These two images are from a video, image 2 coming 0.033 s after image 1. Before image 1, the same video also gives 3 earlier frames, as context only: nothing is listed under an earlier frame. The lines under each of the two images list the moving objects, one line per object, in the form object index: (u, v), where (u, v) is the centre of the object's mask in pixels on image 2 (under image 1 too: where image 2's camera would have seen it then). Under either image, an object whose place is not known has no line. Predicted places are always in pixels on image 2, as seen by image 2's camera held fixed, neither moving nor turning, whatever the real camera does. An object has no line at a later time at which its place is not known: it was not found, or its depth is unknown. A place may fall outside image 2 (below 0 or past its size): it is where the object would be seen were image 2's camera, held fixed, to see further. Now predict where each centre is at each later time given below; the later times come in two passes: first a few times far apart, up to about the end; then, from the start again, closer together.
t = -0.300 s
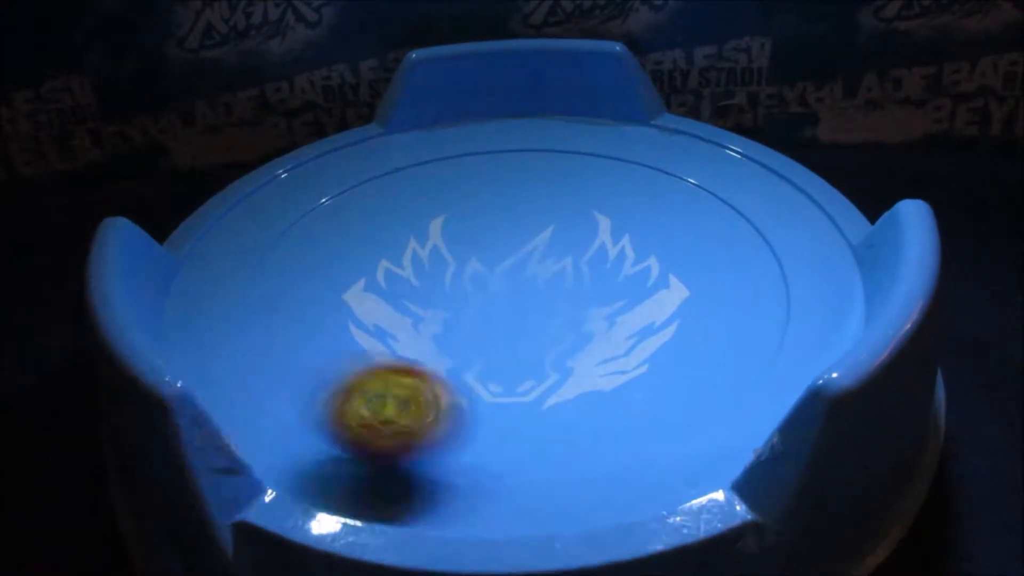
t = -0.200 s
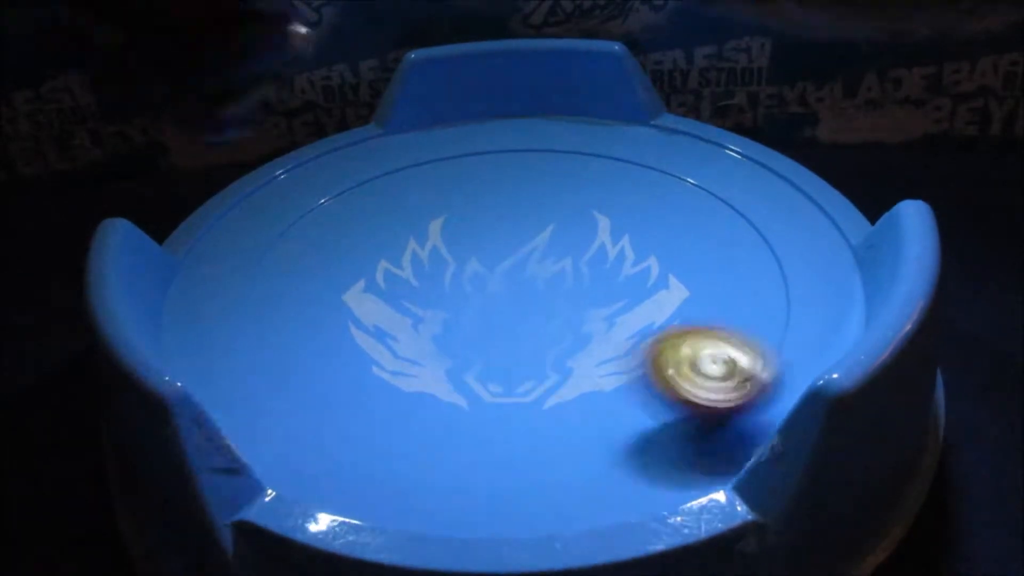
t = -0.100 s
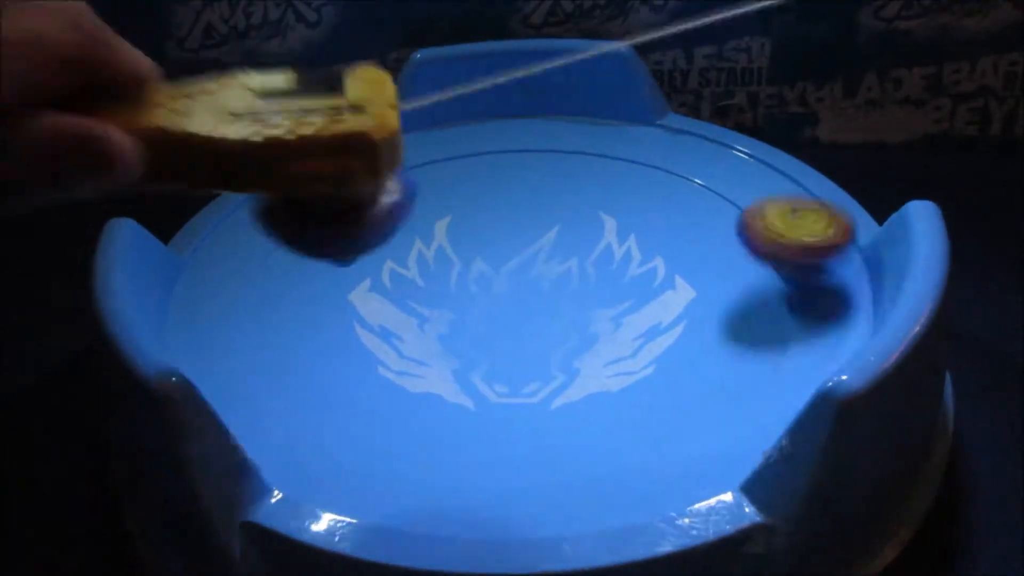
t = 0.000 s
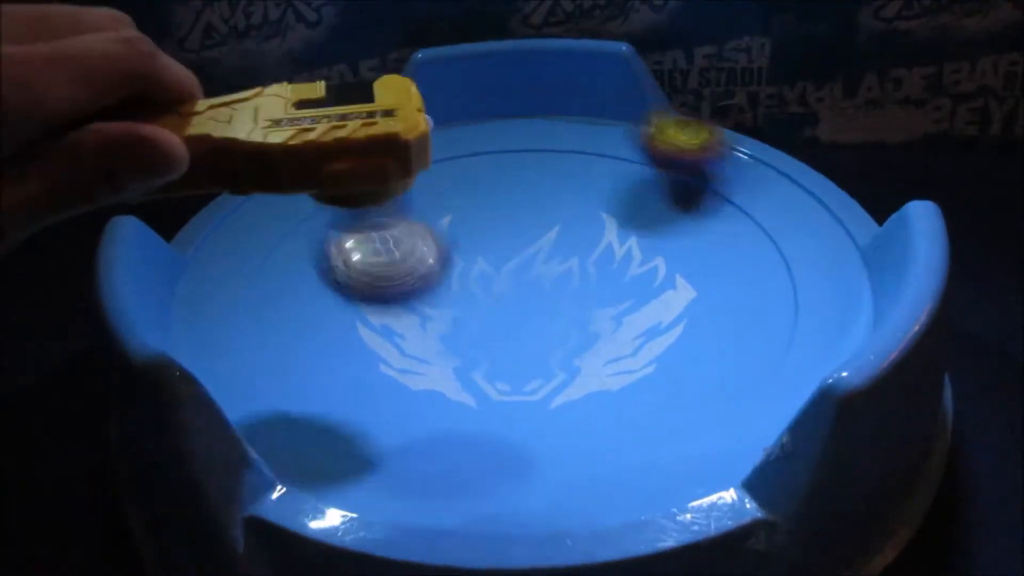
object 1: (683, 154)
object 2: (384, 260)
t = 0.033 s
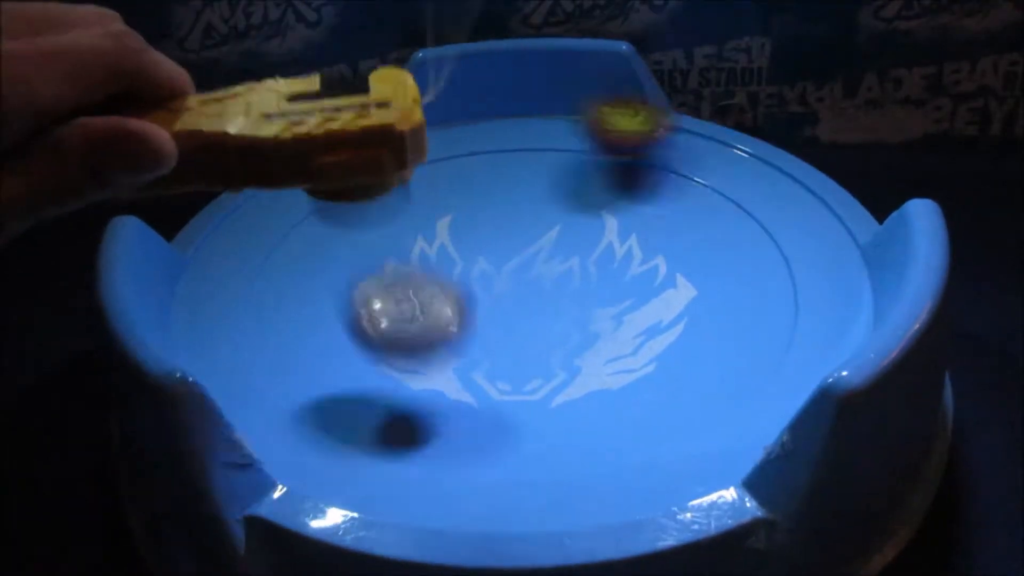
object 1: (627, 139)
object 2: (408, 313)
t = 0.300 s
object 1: (204, 213)
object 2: (644, 224)
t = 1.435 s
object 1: (466, 285)
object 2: (615, 120)
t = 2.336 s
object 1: (372, 237)
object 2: (635, 211)
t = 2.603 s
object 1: (319, 333)
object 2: (336, 234)
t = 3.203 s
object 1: (533, 167)
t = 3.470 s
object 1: (421, 277)
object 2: (504, 149)
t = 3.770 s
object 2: (339, 215)
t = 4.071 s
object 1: (596, 234)
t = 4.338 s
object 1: (387, 255)
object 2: (696, 210)
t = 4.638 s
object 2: (527, 185)
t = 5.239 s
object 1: (457, 219)
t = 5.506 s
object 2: (605, 249)
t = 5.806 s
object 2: (386, 294)
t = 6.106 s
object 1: (474, 253)
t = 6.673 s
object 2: (434, 208)
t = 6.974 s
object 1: (496, 230)
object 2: (419, 305)
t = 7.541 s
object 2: (582, 194)
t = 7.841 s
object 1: (598, 252)
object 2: (418, 276)
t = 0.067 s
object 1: (565, 133)
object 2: (439, 339)
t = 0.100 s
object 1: (502, 129)
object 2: (475, 315)
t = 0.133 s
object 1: (439, 123)
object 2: (513, 308)
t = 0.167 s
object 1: (383, 131)
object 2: (550, 312)
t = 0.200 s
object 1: (330, 151)
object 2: (584, 290)
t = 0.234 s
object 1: (279, 174)
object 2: (614, 271)
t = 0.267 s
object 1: (238, 190)
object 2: (632, 249)
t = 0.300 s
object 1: (204, 213)
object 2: (644, 224)
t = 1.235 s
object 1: (608, 156)
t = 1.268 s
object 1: (583, 168)
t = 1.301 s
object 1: (553, 189)
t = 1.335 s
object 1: (528, 207)
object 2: (708, 115)
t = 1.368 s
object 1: (504, 234)
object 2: (678, 111)
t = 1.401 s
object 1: (484, 255)
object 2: (647, 109)
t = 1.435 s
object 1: (466, 285)
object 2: (615, 120)
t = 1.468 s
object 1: (455, 306)
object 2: (583, 133)
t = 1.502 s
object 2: (550, 147)
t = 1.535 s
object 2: (519, 166)
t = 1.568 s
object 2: (487, 186)
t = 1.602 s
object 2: (459, 209)
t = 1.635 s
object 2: (433, 235)
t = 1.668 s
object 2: (415, 263)
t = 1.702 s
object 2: (405, 291)
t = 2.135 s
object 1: (559, 254)
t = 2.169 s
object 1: (523, 245)
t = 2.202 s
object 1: (490, 239)
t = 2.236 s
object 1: (460, 235)
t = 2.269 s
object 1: (426, 233)
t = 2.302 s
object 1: (395, 233)
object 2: (671, 220)
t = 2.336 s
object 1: (372, 237)
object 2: (635, 211)
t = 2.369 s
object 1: (349, 244)
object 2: (596, 203)
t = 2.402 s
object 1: (327, 252)
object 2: (554, 199)
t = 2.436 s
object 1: (312, 261)
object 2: (514, 198)
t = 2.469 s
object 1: (301, 273)
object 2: (475, 199)
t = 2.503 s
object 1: (288, 290)
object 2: (436, 205)
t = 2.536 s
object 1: (288, 302)
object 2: (401, 212)
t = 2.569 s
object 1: (300, 316)
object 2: (365, 222)
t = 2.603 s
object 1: (319, 333)
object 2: (336, 234)
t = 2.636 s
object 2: (310, 249)
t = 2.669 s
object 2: (290, 267)
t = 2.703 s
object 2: (276, 284)
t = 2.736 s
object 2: (267, 305)
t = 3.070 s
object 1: (596, 197)
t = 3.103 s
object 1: (584, 187)
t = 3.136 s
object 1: (567, 178)
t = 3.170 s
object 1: (550, 170)
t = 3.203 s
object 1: (533, 167)
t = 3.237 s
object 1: (516, 168)
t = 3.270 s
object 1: (499, 176)
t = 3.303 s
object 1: (481, 186)
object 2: (606, 211)
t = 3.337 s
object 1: (467, 199)
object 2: (585, 209)
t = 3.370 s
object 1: (458, 214)
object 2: (560, 182)
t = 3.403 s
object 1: (445, 233)
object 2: (540, 169)
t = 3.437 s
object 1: (430, 254)
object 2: (524, 158)
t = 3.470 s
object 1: (421, 277)
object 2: (504, 149)
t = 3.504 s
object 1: (419, 300)
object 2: (483, 144)
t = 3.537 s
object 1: (424, 322)
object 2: (461, 140)
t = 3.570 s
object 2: (439, 139)
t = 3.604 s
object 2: (415, 153)
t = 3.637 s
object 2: (394, 159)
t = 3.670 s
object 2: (371, 170)
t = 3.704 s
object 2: (355, 183)
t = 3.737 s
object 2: (344, 198)
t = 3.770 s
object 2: (339, 215)
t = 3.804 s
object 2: (341, 234)
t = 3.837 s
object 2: (348, 254)
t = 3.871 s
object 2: (363, 275)
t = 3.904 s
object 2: (384, 294)
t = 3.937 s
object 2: (412, 309)
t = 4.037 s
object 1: (621, 251)
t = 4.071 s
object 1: (596, 234)
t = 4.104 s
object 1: (566, 220)
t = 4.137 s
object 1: (538, 231)
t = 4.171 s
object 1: (510, 229)
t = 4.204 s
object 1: (482, 230)
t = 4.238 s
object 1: (456, 233)
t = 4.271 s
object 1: (430, 239)
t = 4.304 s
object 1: (407, 246)
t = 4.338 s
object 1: (387, 255)
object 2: (696, 210)
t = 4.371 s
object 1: (370, 267)
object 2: (689, 196)
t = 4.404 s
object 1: (359, 281)
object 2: (679, 183)
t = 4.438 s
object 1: (355, 295)
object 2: (664, 174)
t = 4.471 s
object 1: (358, 311)
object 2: (645, 168)
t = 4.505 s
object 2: (624, 164)
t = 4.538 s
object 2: (600, 164)
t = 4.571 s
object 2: (576, 167)
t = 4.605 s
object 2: (551, 173)
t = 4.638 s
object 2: (527, 185)
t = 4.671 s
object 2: (504, 197)
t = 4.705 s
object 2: (485, 214)
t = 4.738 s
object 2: (469, 231)
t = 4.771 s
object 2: (456, 250)
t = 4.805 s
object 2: (448, 268)
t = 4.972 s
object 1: (608, 223)
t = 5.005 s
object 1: (594, 212)
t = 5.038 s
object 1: (577, 202)
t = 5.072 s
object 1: (559, 197)
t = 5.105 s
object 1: (538, 195)
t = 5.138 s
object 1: (516, 195)
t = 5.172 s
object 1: (494, 199)
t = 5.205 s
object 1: (474, 208)
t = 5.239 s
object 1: (457, 219)
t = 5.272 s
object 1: (443, 233)
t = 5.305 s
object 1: (435, 249)
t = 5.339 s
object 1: (432, 266)
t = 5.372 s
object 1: (435, 285)
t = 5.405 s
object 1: (445, 301)
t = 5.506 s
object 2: (605, 249)
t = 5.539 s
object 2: (578, 242)
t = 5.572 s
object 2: (549, 237)
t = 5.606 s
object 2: (519, 245)
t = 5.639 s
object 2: (492, 252)
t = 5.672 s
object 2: (467, 256)
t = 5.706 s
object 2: (443, 264)
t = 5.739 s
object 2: (421, 272)
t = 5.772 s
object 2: (402, 282)
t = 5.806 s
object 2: (386, 294)
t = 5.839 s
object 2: (373, 305)
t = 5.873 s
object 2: (365, 318)
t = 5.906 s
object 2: (361, 332)
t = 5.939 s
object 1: (582, 246)
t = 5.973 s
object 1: (562, 243)
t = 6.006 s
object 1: (540, 243)
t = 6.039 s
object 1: (518, 244)
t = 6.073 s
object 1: (495, 247)
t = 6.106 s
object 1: (474, 253)
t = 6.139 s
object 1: (455, 261)
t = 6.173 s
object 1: (442, 271)
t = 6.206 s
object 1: (432, 281)
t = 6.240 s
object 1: (423, 289)
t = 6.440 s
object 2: (558, 246)
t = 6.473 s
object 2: (545, 235)
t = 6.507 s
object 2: (529, 226)
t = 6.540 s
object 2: (511, 219)
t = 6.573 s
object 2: (492, 213)
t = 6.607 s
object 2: (474, 210)
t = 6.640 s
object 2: (454, 208)
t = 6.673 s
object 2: (434, 208)
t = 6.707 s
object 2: (416, 211)
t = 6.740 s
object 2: (398, 218)
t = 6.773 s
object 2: (385, 227)
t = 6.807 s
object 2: (376, 237)
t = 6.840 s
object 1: (554, 240)
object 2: (371, 251)
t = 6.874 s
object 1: (543, 232)
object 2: (374, 265)
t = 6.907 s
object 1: (526, 227)
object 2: (382, 280)
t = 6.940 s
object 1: (509, 227)
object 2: (397, 294)
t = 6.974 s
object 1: (496, 230)
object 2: (419, 305)
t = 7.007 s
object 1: (485, 222)
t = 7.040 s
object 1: (470, 224)
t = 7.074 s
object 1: (455, 237)
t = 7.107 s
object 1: (451, 257)
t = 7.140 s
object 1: (453, 268)
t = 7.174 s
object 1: (452, 276)
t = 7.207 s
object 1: (456, 288)
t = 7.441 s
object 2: (629, 214)
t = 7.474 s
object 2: (618, 205)
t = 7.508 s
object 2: (600, 198)
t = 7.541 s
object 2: (582, 194)
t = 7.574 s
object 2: (562, 196)
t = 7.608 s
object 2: (543, 202)
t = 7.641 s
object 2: (523, 209)
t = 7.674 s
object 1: (606, 268)
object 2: (507, 219)
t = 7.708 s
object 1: (598, 263)
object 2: (491, 232)
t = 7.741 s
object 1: (588, 255)
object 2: (481, 244)
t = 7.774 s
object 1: (581, 253)
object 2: (460, 256)
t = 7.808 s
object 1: (593, 256)
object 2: (435, 264)
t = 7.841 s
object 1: (598, 252)
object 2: (418, 276)
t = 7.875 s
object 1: (597, 254)
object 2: (408, 286)
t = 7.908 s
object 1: (601, 258)
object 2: (400, 299)
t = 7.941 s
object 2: (397, 311)
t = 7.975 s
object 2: (397, 324)
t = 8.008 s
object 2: (401, 337)
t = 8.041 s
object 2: (409, 348)
